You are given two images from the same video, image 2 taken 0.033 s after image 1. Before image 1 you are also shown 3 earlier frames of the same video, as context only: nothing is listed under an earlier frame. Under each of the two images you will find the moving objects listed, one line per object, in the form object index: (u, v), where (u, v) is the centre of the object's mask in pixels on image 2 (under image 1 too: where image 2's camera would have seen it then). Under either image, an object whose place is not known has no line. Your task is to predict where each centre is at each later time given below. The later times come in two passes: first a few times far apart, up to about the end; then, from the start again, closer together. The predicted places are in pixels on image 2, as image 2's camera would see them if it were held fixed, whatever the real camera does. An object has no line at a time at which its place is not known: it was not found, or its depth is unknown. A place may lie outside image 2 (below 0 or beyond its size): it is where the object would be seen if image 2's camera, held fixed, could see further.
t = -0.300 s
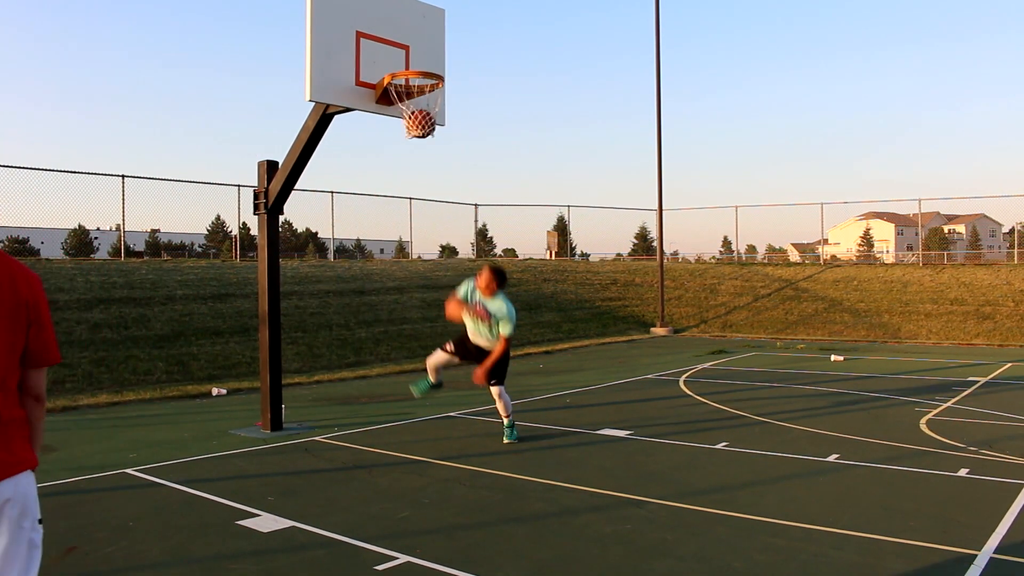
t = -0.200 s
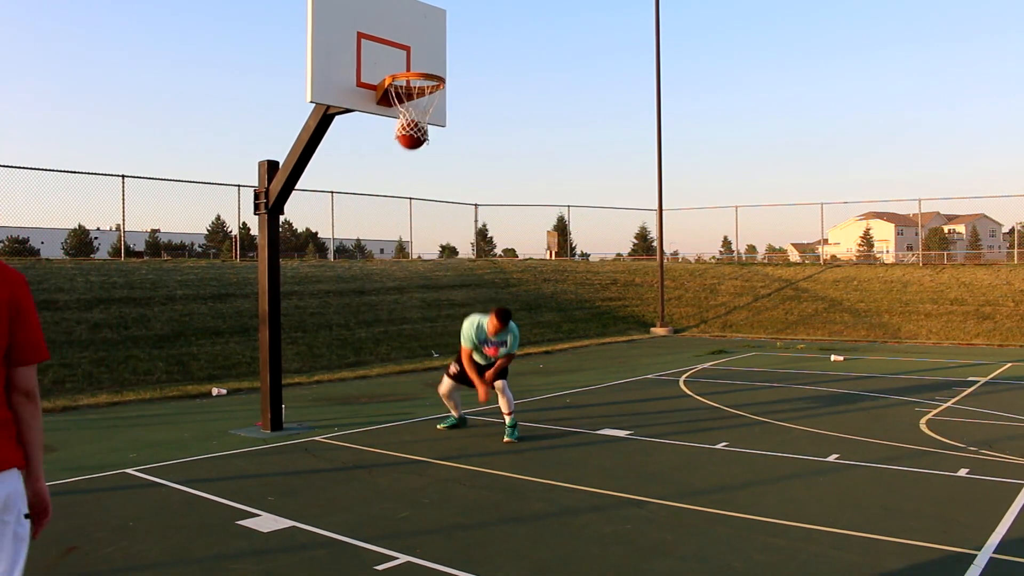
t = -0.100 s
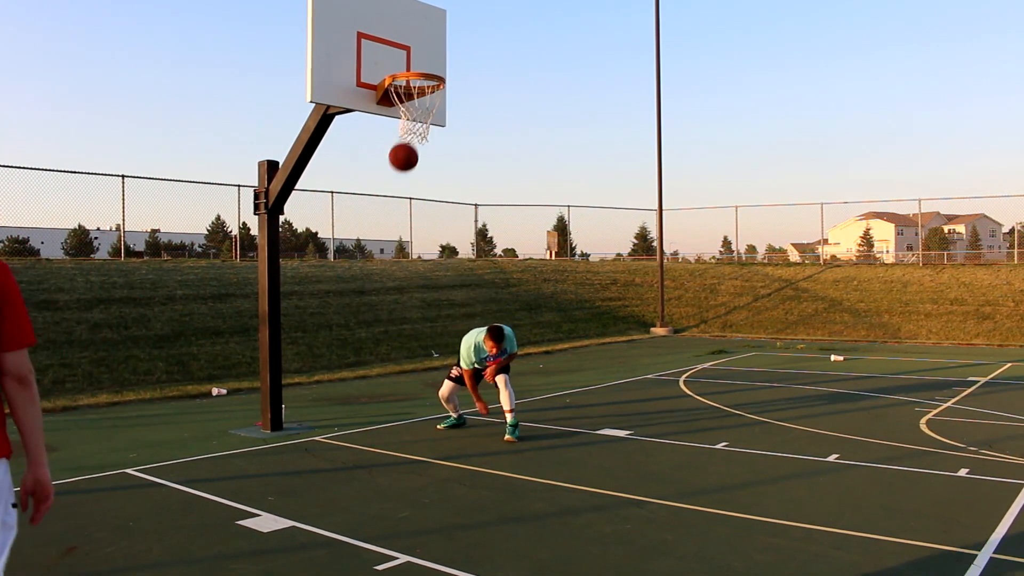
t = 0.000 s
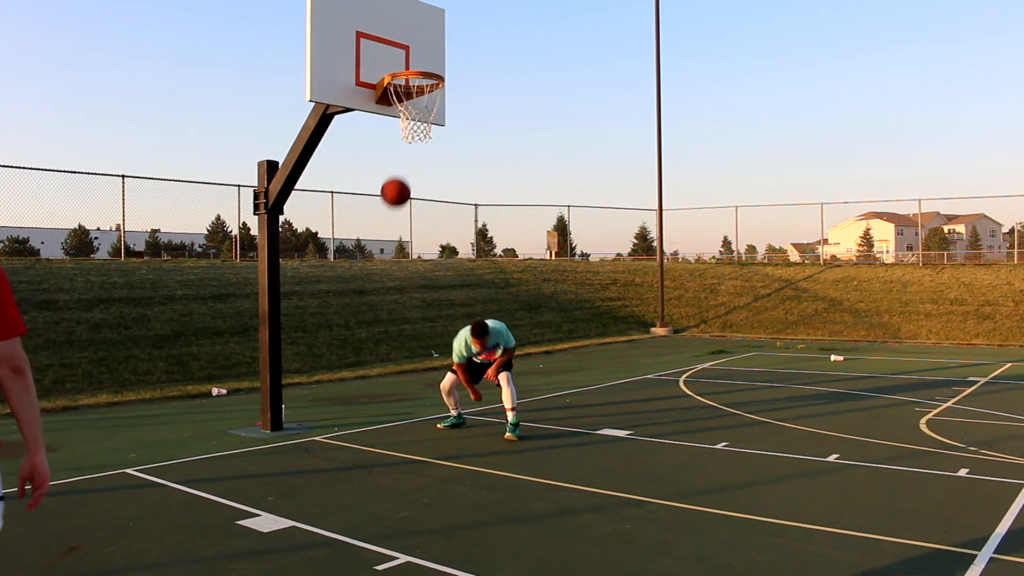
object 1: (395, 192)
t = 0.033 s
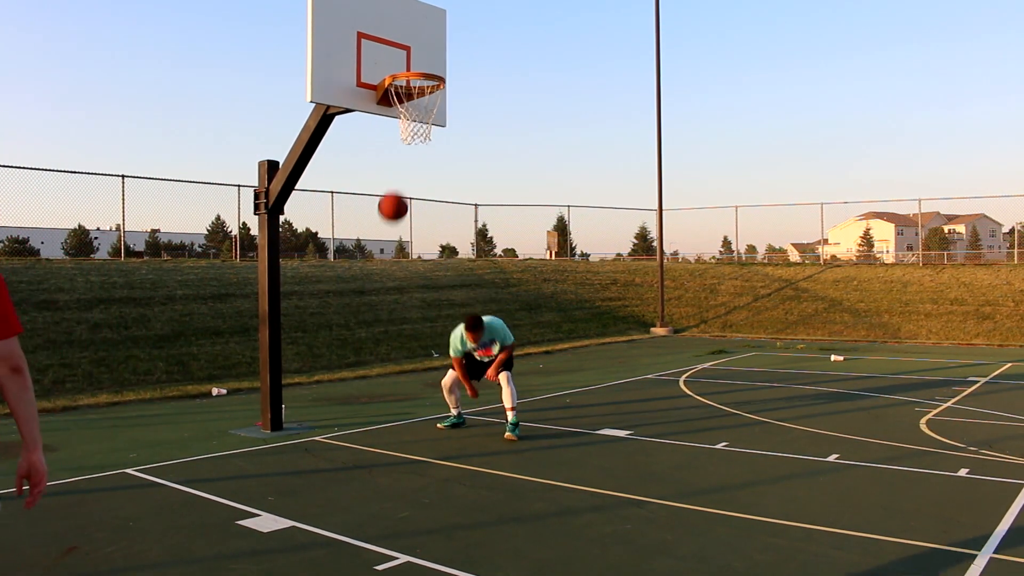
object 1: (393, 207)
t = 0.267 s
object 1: (374, 355)
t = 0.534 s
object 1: (356, 370)
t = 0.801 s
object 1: (340, 273)
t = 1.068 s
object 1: (323, 268)
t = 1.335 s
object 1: (304, 374)
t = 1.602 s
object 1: (286, 439)
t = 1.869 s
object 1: (263, 360)
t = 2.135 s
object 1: (240, 395)
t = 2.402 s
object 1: (215, 507)
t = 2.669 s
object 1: (181, 432)
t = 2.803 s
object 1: (164, 442)
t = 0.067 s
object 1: (390, 223)
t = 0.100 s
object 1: (387, 241)
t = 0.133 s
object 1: (384, 261)
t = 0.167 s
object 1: (381, 282)
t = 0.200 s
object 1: (378, 305)
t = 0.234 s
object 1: (376, 329)
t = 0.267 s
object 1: (374, 355)
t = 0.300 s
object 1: (371, 384)
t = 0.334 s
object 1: (368, 411)
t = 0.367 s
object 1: (366, 447)
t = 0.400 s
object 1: (364, 450)
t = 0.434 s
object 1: (363, 428)
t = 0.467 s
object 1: (360, 408)
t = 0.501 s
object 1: (359, 389)
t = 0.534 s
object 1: (356, 370)
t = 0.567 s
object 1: (354, 354)
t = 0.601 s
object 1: (352, 338)
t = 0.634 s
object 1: (350, 323)
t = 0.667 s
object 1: (348, 311)
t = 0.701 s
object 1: (346, 299)
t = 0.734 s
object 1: (344, 289)
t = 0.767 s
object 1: (342, 280)
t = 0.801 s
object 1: (340, 273)
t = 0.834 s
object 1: (338, 267)
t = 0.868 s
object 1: (336, 263)
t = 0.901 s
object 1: (334, 259)
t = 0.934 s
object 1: (332, 258)
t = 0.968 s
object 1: (329, 259)
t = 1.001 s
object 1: (327, 260)
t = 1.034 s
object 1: (325, 264)
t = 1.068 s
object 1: (323, 268)
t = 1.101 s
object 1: (320, 276)
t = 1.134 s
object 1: (318, 284)
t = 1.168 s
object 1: (316, 294)
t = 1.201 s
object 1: (313, 307)
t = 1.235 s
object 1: (311, 321)
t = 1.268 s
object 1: (309, 337)
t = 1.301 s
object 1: (307, 354)
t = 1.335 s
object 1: (304, 374)
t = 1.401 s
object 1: (301, 418)
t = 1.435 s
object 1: (298, 446)
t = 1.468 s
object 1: (297, 472)
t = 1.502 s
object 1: (295, 494)
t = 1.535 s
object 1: (292, 475)
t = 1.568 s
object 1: (289, 457)
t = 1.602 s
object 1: (286, 439)
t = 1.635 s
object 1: (283, 423)
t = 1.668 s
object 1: (280, 410)
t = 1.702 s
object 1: (277, 397)
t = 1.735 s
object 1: (275, 386)
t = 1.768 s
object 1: (272, 377)
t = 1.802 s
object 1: (269, 369)
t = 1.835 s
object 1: (266, 363)
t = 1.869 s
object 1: (263, 360)
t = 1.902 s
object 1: (260, 357)
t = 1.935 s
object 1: (257, 357)
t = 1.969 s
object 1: (255, 359)
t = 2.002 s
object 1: (252, 362)
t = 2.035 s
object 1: (248, 367)
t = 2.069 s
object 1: (245, 374)
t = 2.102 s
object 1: (243, 383)
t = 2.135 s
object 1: (240, 395)
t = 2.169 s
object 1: (236, 409)
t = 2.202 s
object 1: (233, 424)
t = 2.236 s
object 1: (231, 442)
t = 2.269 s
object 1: (228, 462)
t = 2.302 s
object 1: (225, 483)
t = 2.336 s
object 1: (222, 508)
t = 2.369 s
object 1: (219, 525)
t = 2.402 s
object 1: (215, 507)
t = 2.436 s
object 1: (210, 492)
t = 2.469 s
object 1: (206, 478)
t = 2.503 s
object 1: (202, 465)
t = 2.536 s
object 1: (198, 455)
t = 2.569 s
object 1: (194, 446)
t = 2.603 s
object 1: (189, 439)
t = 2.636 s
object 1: (185, 435)
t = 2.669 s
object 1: (181, 432)
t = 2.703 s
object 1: (177, 432)
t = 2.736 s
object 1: (172, 433)
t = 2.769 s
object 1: (168, 437)
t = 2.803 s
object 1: (164, 442)
